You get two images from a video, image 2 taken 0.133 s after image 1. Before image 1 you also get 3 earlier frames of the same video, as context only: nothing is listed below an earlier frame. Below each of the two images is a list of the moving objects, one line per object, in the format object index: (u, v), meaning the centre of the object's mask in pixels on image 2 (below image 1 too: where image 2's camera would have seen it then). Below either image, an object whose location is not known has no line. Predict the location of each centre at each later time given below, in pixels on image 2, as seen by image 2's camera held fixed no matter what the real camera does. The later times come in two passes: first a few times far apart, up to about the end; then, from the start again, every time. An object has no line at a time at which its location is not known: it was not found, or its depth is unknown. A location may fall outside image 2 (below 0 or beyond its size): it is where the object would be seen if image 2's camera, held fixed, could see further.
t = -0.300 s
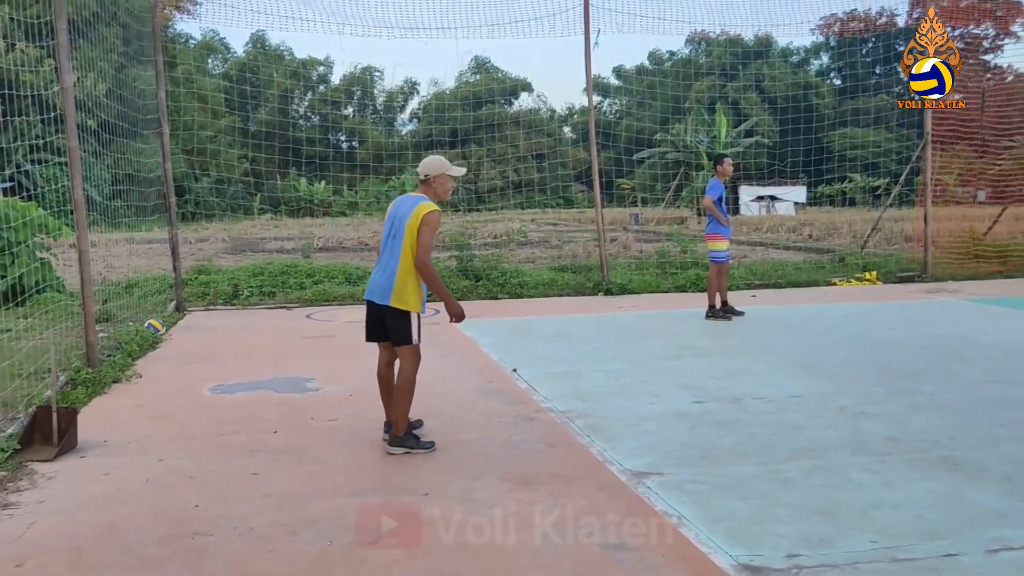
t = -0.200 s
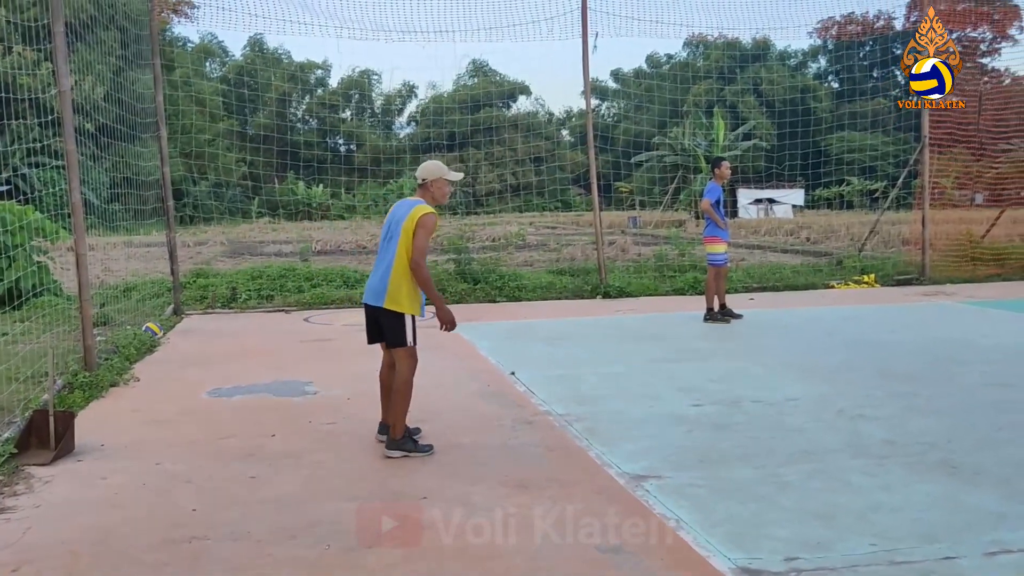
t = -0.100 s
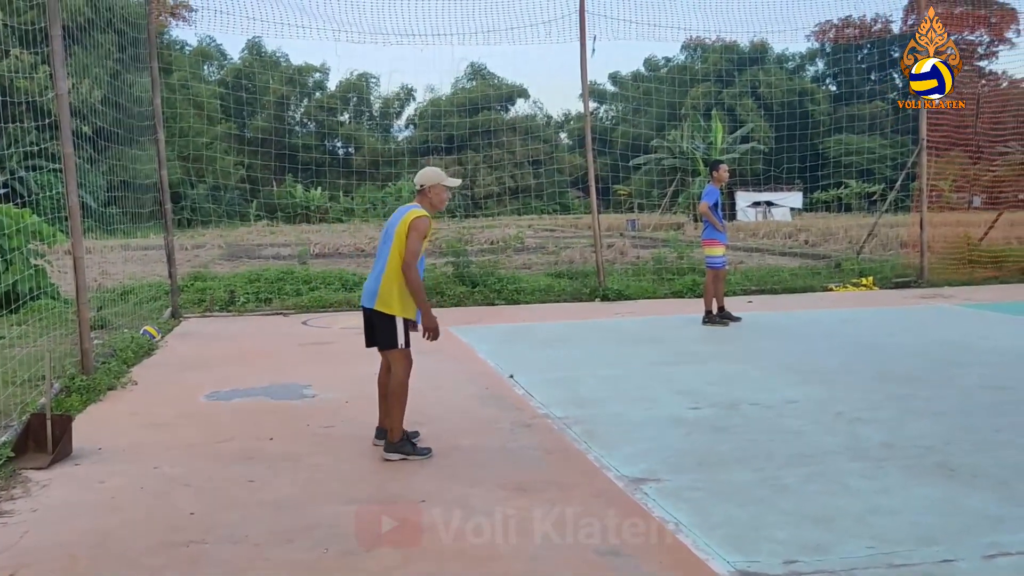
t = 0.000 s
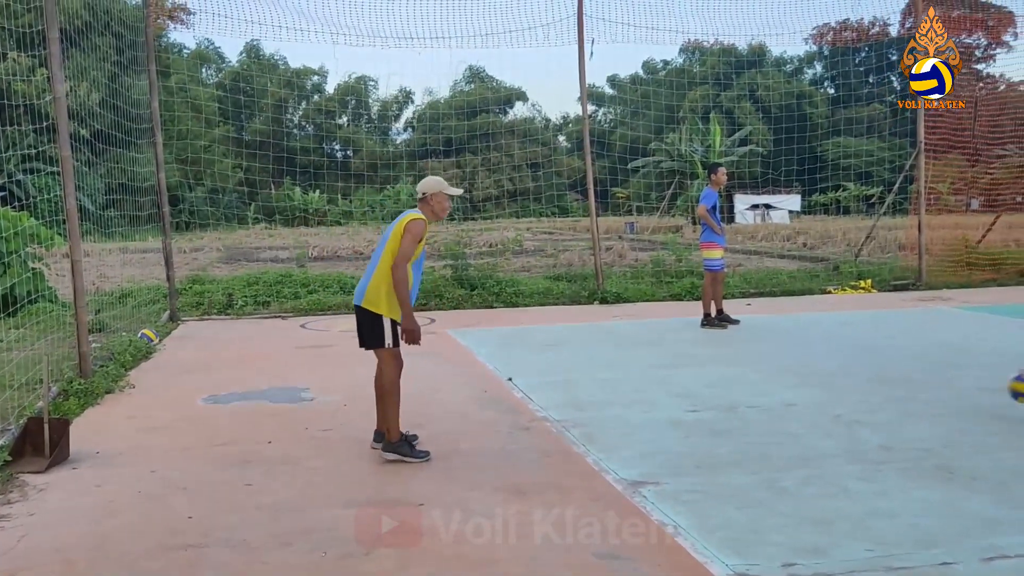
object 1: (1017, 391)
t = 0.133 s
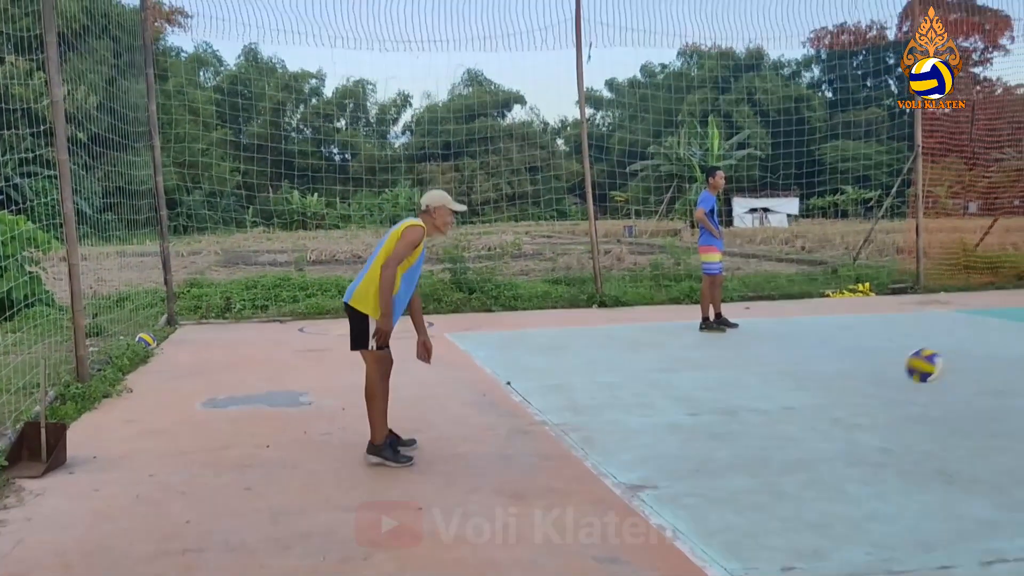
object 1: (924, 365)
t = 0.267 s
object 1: (822, 370)
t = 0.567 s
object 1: (595, 398)
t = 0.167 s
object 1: (898, 364)
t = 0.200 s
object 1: (873, 364)
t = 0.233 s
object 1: (847, 366)
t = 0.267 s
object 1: (822, 370)
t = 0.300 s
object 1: (796, 376)
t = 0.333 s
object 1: (771, 384)
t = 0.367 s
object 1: (745, 394)
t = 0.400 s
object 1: (720, 406)
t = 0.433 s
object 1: (695, 419)
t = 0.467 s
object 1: (671, 417)
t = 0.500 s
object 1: (644, 408)
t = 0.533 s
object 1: (619, 402)
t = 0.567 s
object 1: (595, 398)
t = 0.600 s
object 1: (571, 396)
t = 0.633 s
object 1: (545, 394)
